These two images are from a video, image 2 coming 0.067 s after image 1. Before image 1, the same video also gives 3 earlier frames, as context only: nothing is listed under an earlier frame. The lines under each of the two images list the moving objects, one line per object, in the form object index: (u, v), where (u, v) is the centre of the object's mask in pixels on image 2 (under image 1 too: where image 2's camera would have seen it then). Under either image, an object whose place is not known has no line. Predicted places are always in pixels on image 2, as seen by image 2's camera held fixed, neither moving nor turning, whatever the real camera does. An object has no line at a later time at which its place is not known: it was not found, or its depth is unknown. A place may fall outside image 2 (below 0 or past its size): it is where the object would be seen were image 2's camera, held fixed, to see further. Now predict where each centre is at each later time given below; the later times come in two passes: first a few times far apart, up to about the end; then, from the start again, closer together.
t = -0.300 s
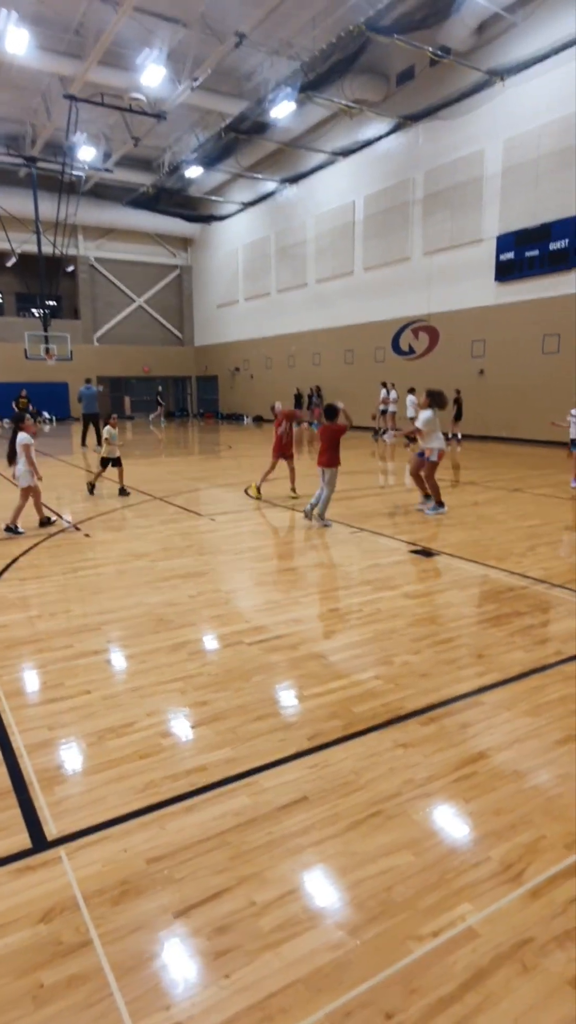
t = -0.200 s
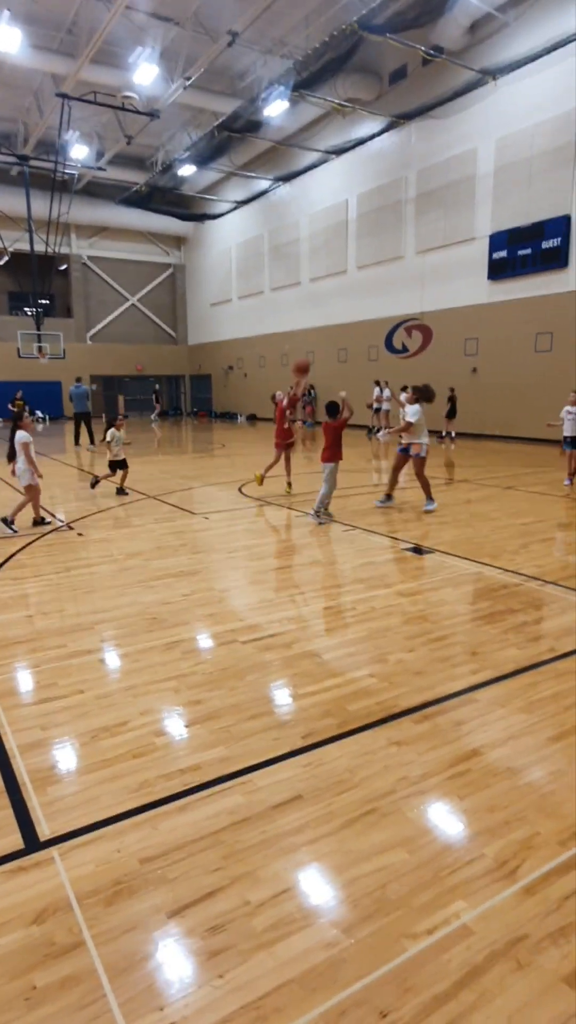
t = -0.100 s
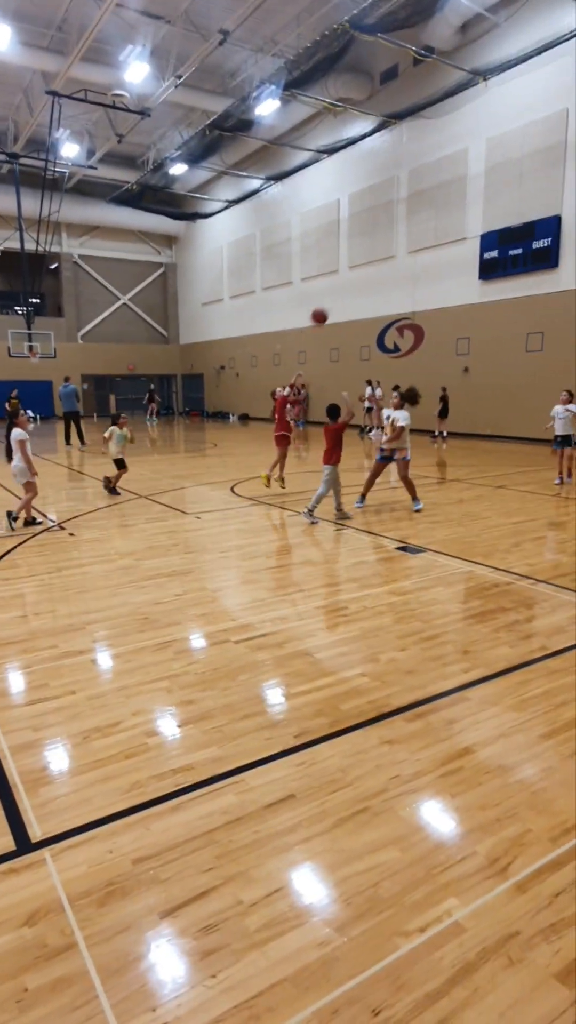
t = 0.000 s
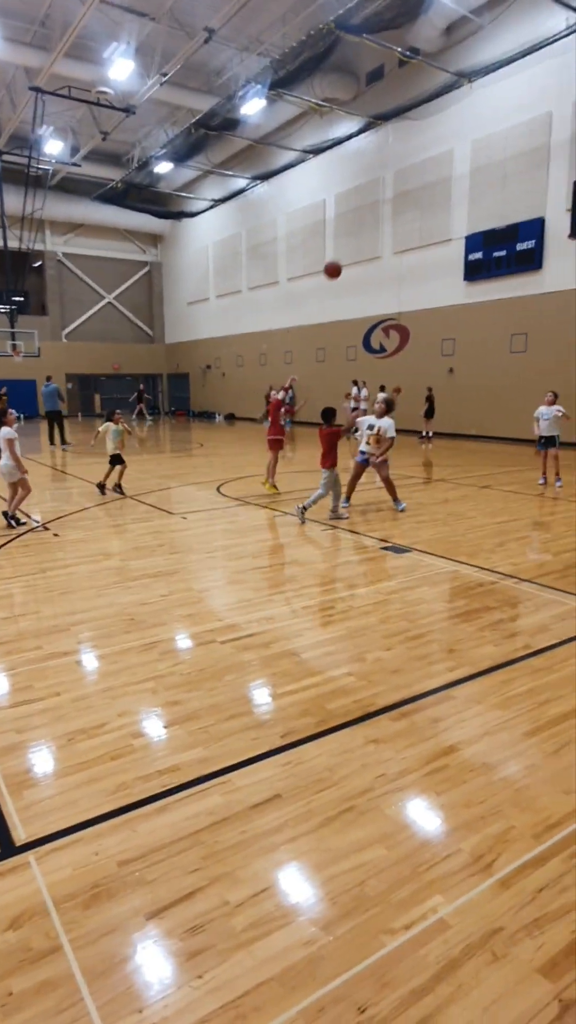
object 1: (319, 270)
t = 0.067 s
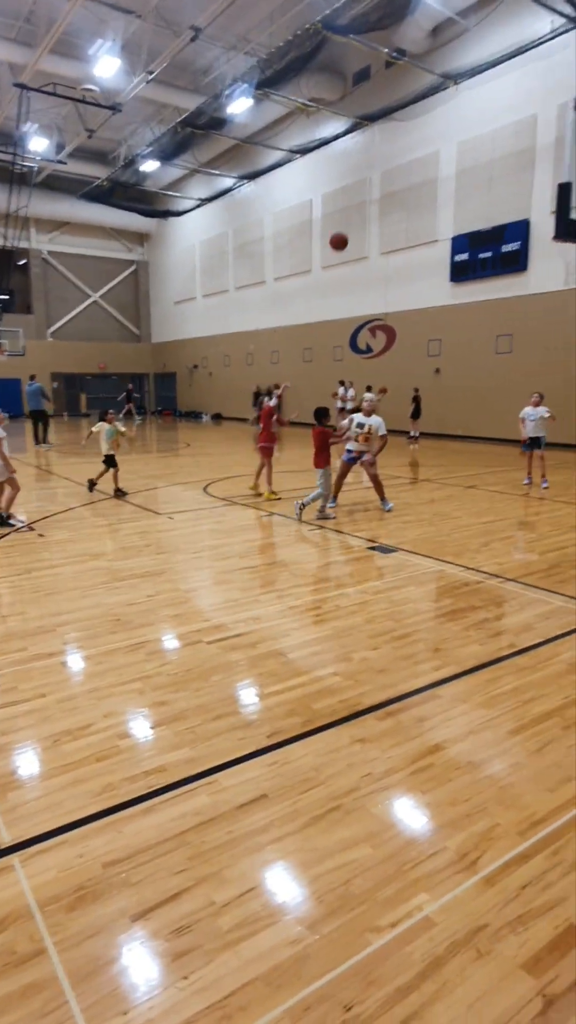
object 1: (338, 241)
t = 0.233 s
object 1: (390, 181)
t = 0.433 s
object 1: (462, 134)
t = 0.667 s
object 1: (554, 127)
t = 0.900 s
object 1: (582, 187)
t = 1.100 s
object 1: (528, 271)
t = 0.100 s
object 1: (348, 228)
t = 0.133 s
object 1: (359, 215)
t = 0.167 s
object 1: (369, 203)
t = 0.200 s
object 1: (380, 191)
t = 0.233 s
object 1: (390, 181)
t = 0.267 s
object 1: (402, 170)
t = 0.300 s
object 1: (413, 161)
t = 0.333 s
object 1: (424, 153)
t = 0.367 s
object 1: (437, 146)
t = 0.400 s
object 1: (449, 139)
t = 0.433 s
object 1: (462, 134)
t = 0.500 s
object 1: (486, 126)
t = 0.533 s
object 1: (499, 124)
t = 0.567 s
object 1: (513, 123)
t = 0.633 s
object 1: (540, 124)
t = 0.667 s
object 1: (554, 127)
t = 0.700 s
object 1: (565, 131)
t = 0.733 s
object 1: (584, 136)
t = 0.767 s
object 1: (597, 143)
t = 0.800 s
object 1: (608, 150)
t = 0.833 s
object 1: (599, 162)
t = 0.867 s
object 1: (590, 175)
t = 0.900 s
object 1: (582, 187)
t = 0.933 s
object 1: (576, 202)
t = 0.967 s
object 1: (551, 219)
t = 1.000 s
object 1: (545, 235)
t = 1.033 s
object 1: (542, 246)
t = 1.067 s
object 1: (536, 257)
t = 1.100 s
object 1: (528, 271)
